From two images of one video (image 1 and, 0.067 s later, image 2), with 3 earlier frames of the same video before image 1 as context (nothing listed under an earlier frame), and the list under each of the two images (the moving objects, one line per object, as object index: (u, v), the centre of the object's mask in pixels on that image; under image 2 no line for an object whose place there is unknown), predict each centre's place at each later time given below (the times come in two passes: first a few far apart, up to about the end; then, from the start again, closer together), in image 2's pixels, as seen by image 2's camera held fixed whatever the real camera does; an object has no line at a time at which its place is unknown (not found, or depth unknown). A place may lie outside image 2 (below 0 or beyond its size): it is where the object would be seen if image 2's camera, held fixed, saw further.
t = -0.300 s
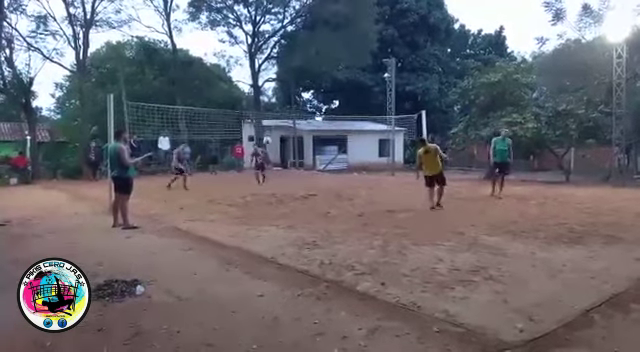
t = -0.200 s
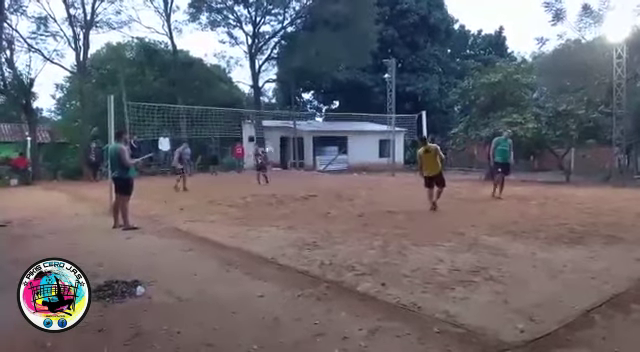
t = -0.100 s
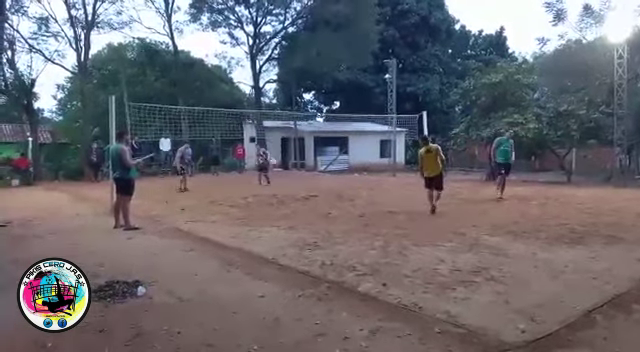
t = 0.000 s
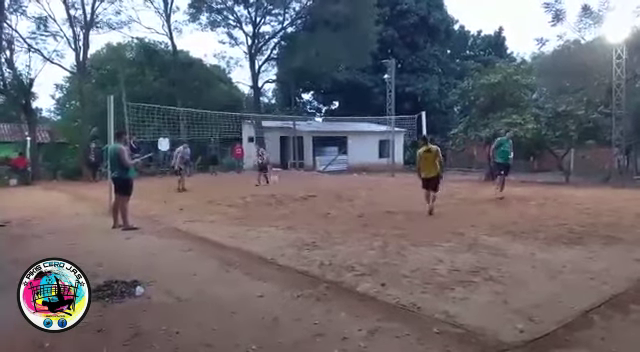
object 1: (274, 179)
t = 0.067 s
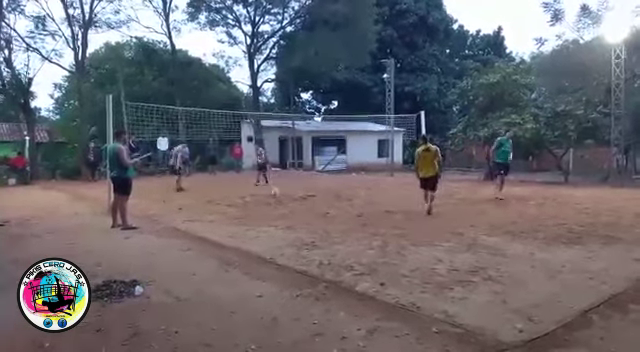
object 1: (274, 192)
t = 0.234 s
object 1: (283, 183)
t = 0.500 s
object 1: (298, 179)
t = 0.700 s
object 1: (311, 194)
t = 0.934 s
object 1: (323, 188)
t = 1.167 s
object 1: (336, 196)
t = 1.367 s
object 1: (346, 195)
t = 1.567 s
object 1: (358, 199)
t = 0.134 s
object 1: (277, 190)
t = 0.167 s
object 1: (279, 188)
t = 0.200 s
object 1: (281, 185)
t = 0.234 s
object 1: (283, 183)
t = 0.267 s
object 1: (285, 181)
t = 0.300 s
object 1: (287, 180)
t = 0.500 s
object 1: (298, 179)
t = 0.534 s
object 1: (300, 181)
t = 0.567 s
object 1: (303, 183)
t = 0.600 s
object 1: (305, 185)
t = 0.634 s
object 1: (308, 187)
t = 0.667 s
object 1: (309, 191)
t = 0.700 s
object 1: (311, 194)
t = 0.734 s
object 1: (314, 197)
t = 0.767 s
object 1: (315, 195)
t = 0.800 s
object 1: (317, 192)
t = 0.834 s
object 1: (318, 191)
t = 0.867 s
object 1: (320, 190)
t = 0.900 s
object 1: (321, 189)
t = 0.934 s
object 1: (323, 188)
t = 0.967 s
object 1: (325, 188)
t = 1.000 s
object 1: (326, 188)
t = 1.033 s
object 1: (327, 189)
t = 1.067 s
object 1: (330, 190)
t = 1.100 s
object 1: (332, 191)
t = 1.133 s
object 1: (334, 193)
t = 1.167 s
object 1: (336, 196)
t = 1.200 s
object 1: (337, 198)
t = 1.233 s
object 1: (339, 200)
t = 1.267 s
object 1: (341, 198)
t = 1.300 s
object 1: (343, 196)
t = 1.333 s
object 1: (345, 195)
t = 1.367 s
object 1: (346, 195)
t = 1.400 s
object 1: (349, 194)
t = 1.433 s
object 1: (351, 195)
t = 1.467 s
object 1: (352, 195)
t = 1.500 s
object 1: (353, 195)
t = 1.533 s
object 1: (356, 197)
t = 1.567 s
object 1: (358, 199)
